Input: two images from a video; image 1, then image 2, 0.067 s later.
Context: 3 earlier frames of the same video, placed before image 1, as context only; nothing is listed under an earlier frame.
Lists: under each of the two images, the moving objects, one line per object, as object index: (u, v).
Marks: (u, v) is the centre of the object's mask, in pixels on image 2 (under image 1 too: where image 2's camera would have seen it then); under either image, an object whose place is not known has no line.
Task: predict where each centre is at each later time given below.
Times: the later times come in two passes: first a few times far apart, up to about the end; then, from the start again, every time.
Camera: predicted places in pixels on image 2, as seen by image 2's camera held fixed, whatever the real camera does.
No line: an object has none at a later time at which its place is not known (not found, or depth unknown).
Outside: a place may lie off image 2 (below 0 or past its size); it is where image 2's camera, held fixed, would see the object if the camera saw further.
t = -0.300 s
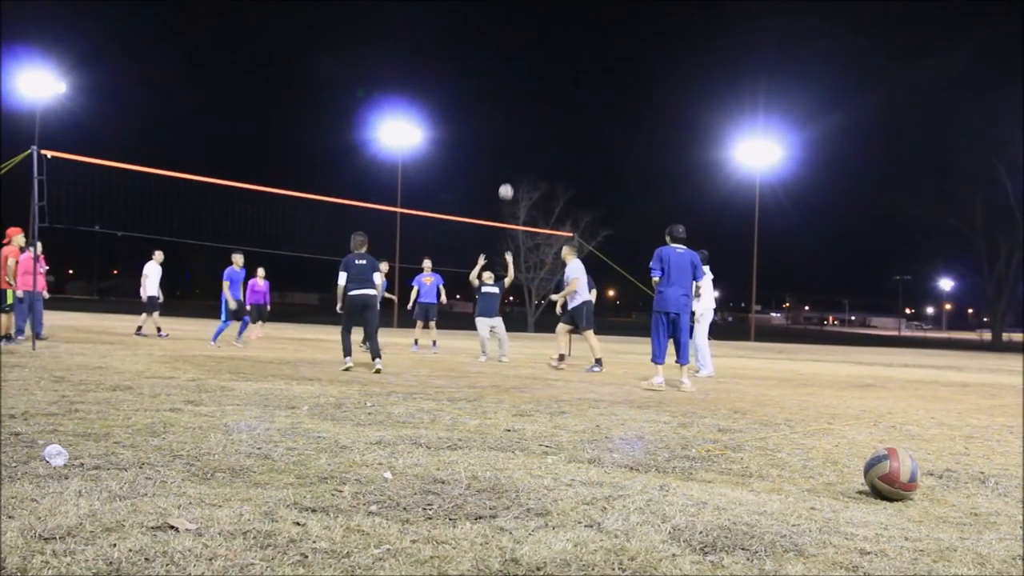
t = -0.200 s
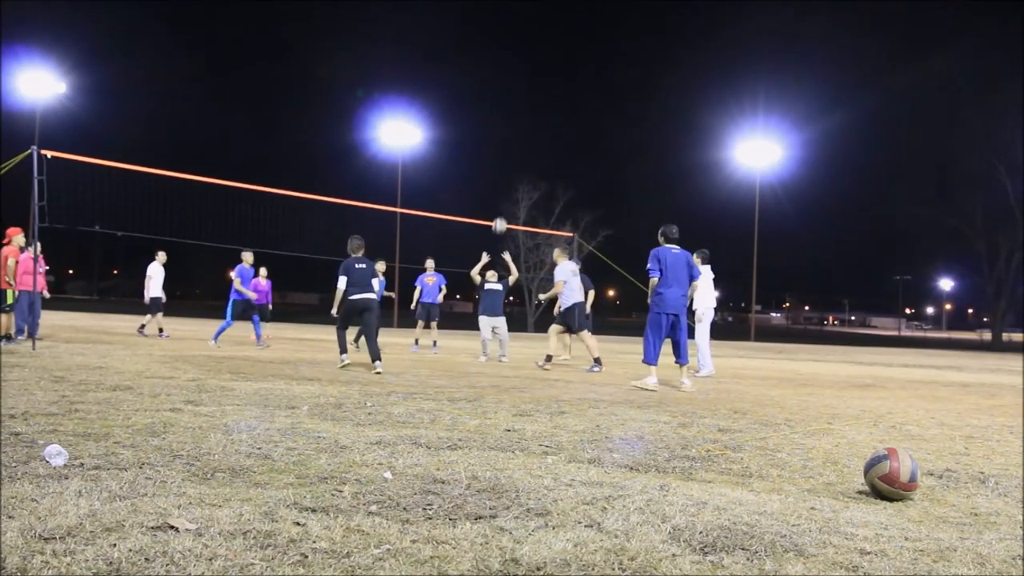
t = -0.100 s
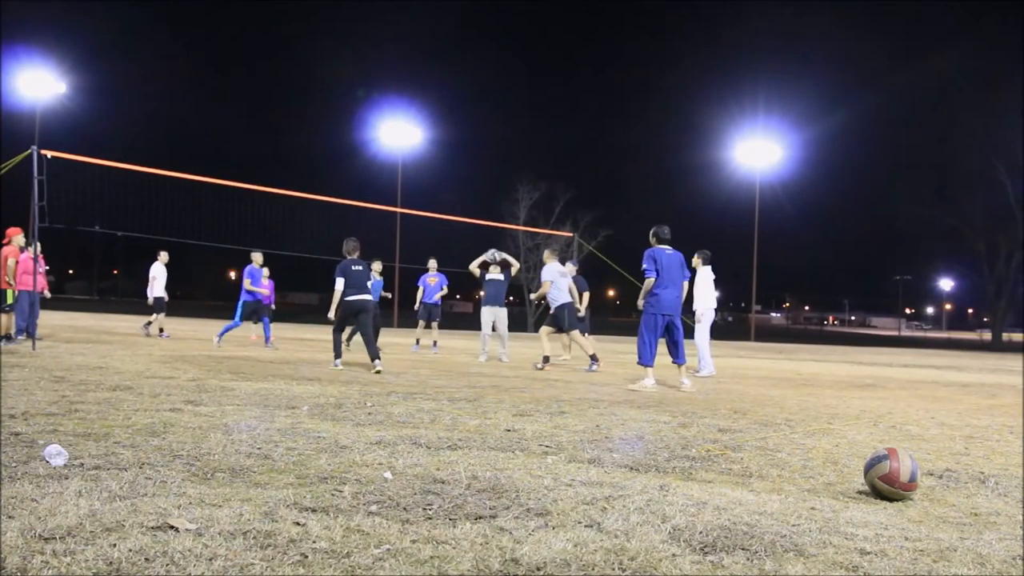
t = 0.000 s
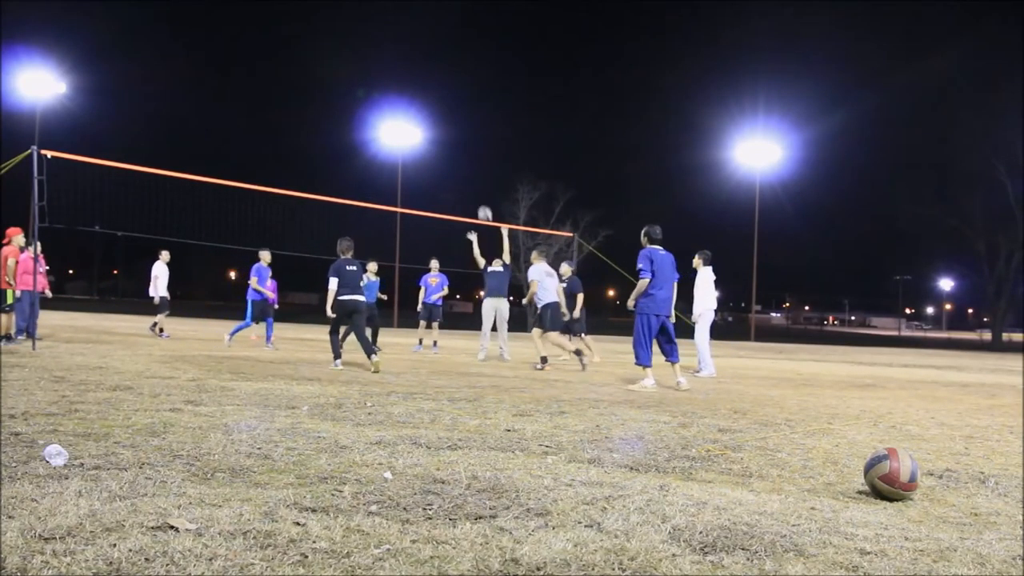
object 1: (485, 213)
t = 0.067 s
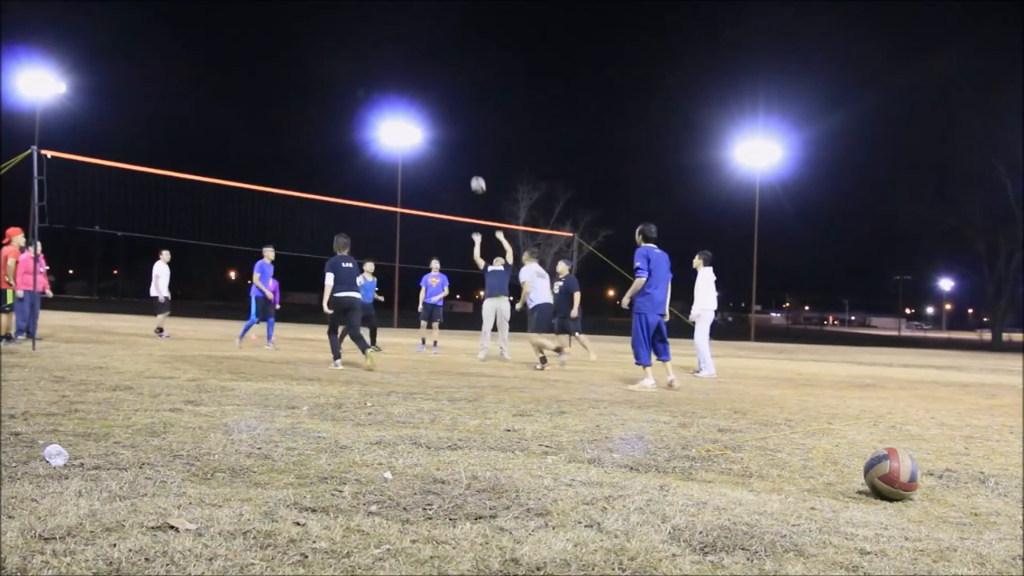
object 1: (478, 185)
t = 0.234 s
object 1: (461, 122)
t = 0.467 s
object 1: (435, 62)
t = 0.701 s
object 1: (407, 37)
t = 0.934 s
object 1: (375, 49)
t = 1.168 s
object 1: (341, 103)
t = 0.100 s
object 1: (474, 171)
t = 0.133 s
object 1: (471, 158)
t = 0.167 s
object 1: (468, 145)
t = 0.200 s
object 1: (464, 133)
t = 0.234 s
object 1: (461, 122)
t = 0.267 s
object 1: (457, 111)
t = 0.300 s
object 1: (454, 101)
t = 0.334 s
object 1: (450, 92)
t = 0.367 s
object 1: (446, 83)
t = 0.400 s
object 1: (443, 76)
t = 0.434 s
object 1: (439, 68)
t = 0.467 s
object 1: (435, 62)
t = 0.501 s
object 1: (431, 56)
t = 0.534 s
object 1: (427, 51)
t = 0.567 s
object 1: (424, 47)
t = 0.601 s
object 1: (420, 43)
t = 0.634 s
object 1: (415, 40)
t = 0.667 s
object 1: (411, 38)
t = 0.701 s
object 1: (407, 37)
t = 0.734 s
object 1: (403, 36)
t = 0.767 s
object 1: (398, 36)
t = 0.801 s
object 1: (394, 37)
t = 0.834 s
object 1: (389, 39)
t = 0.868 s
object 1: (385, 41)
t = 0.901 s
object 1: (380, 44)
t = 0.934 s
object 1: (375, 49)
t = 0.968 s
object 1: (370, 54)
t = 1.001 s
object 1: (366, 60)
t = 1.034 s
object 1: (361, 67)
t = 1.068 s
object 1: (356, 74)
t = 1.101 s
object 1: (351, 83)
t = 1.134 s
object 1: (346, 92)
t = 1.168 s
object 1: (341, 103)
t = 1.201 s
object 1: (336, 114)
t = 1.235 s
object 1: (330, 127)
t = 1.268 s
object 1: (325, 140)
